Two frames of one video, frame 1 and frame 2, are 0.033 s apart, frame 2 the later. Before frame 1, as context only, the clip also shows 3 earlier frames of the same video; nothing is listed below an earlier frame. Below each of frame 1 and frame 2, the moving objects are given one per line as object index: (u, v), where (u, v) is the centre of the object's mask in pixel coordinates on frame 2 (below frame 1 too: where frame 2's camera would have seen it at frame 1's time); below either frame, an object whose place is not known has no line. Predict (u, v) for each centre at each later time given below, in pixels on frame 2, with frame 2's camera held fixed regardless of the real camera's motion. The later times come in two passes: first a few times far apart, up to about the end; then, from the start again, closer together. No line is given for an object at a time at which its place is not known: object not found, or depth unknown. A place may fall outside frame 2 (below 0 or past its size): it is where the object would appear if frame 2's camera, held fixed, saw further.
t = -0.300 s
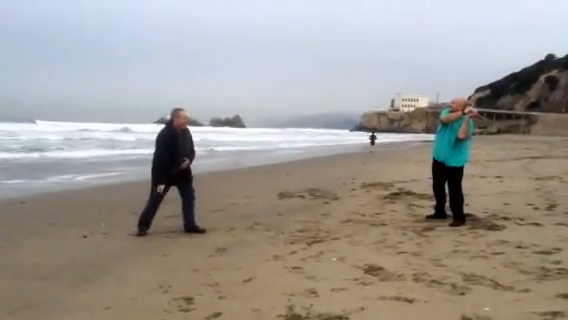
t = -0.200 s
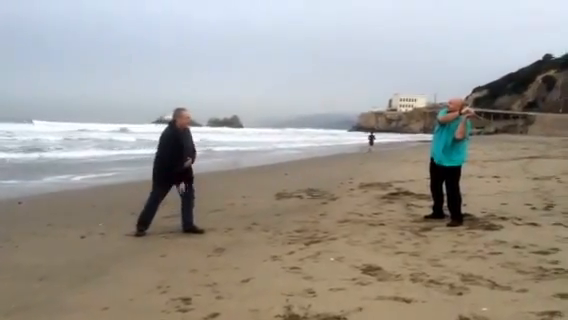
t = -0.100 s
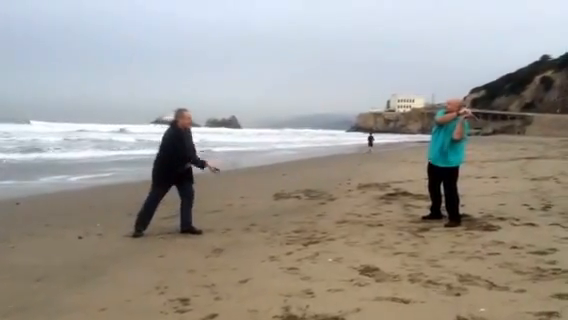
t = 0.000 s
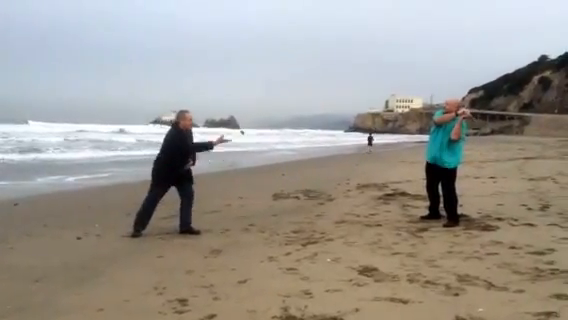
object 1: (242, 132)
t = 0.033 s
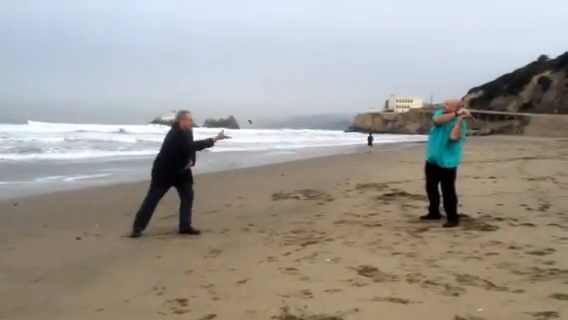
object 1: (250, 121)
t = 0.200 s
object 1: (290, 81)
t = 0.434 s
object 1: (342, 58)
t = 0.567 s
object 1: (367, 63)
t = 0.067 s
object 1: (258, 111)
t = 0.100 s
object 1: (266, 103)
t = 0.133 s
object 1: (274, 95)
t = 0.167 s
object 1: (283, 87)
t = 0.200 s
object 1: (290, 81)
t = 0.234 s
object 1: (299, 76)
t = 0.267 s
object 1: (307, 71)
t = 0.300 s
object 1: (314, 67)
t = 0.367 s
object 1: (329, 61)
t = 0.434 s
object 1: (342, 58)
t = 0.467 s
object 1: (348, 58)
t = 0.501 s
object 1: (355, 58)
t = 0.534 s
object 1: (361, 60)
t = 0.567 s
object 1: (367, 63)
